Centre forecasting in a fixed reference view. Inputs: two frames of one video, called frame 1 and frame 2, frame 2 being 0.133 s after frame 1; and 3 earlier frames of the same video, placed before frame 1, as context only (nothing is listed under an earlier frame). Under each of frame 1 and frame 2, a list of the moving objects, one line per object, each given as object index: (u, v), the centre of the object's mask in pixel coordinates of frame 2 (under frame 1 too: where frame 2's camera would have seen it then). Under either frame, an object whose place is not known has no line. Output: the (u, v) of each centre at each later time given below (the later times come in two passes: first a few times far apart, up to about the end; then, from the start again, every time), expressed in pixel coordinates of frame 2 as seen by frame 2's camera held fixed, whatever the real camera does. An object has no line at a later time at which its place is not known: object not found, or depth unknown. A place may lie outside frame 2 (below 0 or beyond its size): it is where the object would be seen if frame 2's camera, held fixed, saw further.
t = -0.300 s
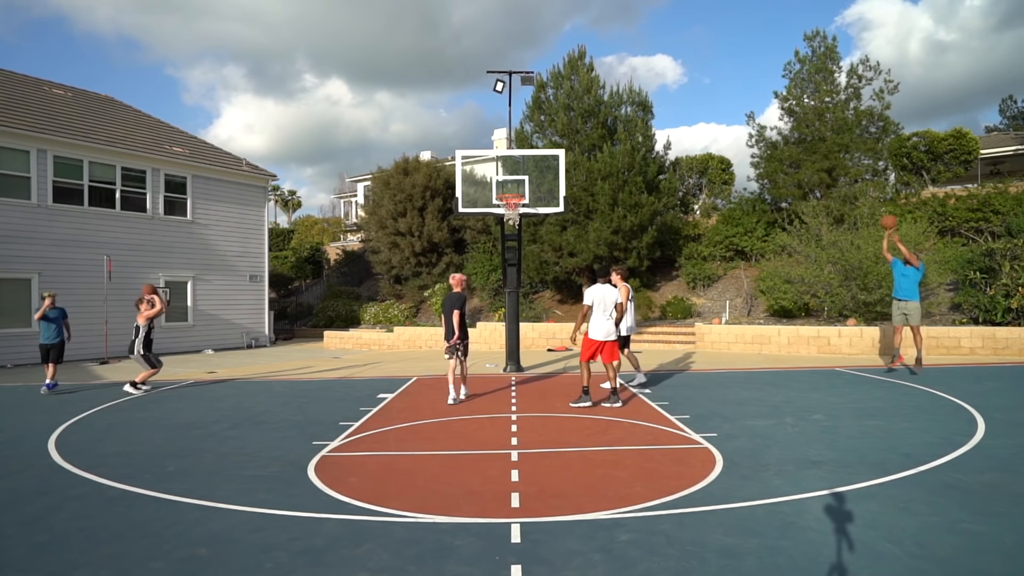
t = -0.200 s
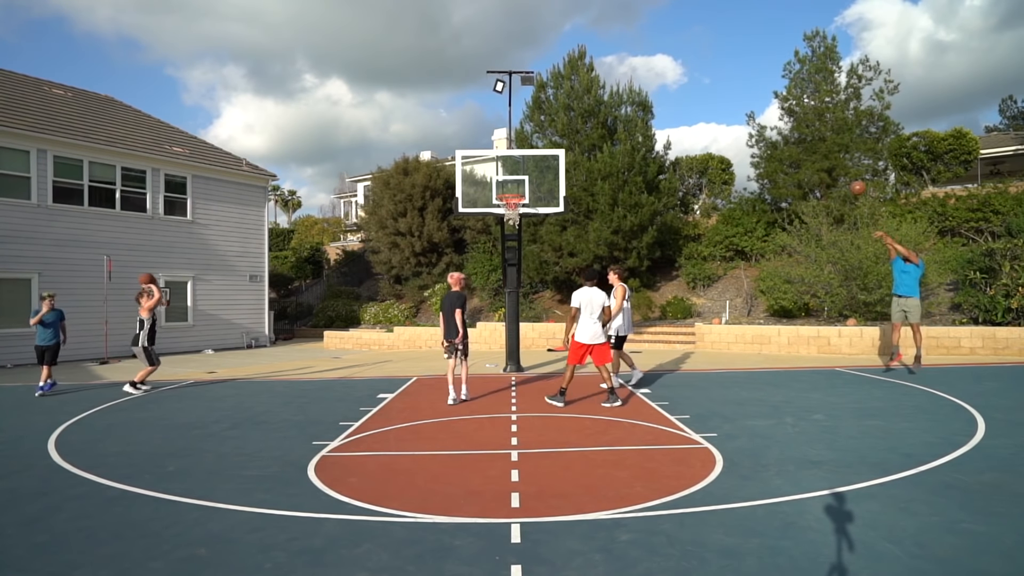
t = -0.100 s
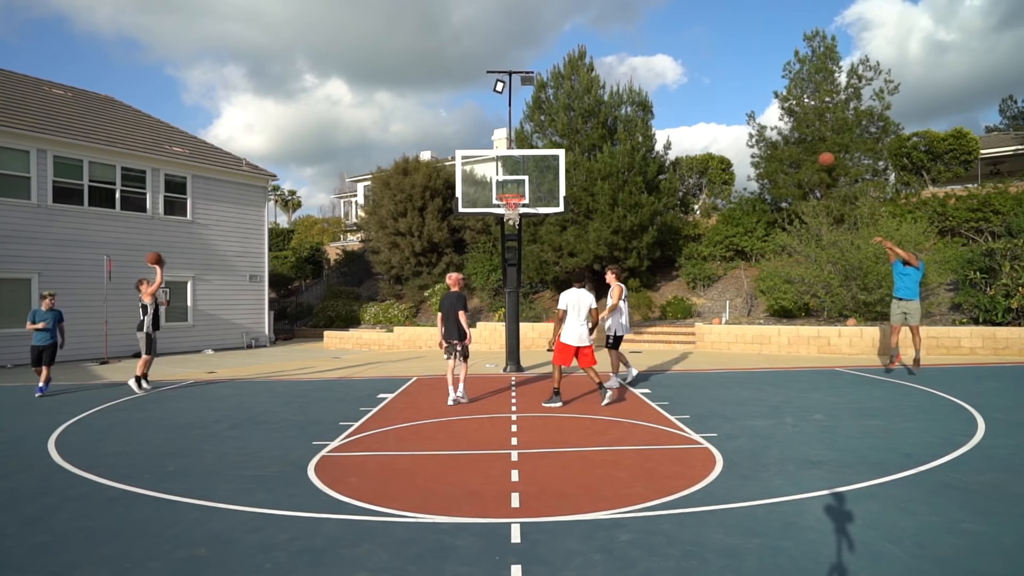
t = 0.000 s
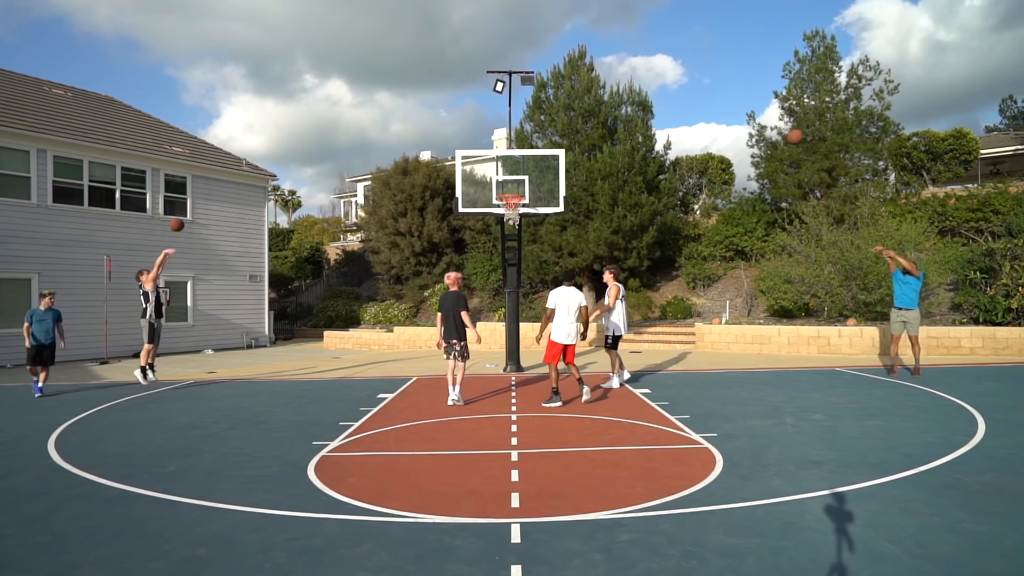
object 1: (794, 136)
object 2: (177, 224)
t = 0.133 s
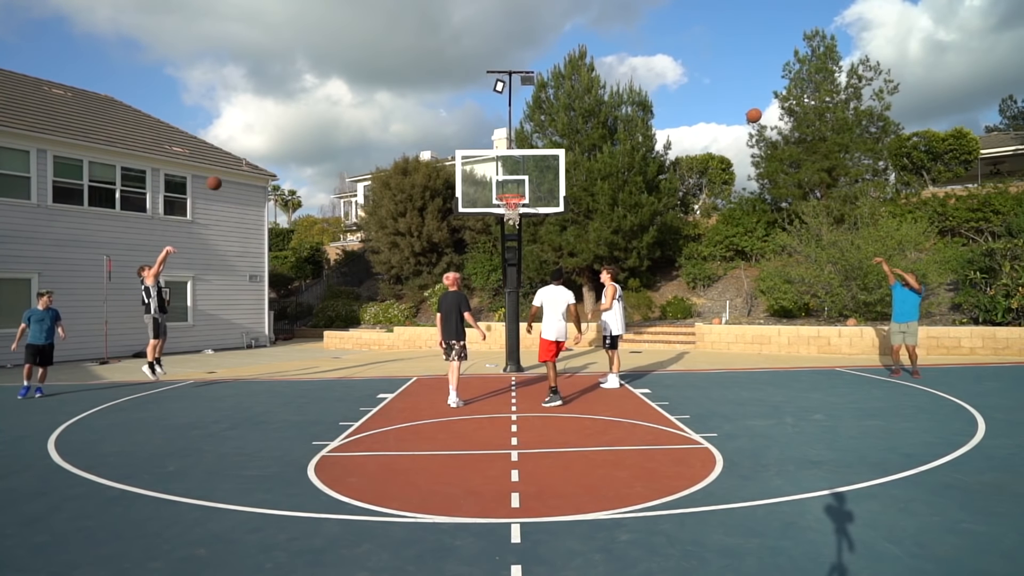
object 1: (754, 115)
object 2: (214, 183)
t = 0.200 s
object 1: (733, 108)
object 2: (233, 165)
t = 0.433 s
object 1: (664, 105)
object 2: (298, 125)
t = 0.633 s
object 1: (604, 126)
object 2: (354, 115)
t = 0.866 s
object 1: (535, 182)
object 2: (419, 132)
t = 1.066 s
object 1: (541, 157)
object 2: (476, 172)
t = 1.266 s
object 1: (559, 134)
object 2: (484, 168)
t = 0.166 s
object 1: (744, 112)
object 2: (223, 174)
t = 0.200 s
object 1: (733, 108)
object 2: (233, 165)
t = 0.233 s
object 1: (724, 106)
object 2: (242, 158)
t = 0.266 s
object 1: (713, 104)
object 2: (251, 151)
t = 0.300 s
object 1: (703, 103)
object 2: (261, 145)
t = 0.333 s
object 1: (693, 102)
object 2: (270, 139)
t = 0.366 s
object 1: (683, 102)
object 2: (279, 134)
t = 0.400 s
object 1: (673, 103)
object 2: (289, 129)
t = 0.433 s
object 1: (664, 105)
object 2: (298, 125)
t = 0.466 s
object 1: (654, 107)
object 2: (307, 122)
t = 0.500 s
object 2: (317, 119)
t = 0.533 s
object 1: (633, 113)
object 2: (326, 117)
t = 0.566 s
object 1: (624, 117)
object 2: (335, 116)
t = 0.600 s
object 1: (614, 121)
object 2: (345, 115)
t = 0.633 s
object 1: (604, 126)
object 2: (354, 115)
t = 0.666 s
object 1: (594, 132)
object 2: (363, 116)
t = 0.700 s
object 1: (584, 139)
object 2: (373, 117)
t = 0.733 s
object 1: (574, 146)
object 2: (382, 119)
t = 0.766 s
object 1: (565, 154)
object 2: (391, 121)
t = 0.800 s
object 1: (554, 163)
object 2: (401, 124)
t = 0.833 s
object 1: (545, 172)
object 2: (410, 128)
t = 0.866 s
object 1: (535, 182)
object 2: (419, 132)
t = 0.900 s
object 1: (527, 191)
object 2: (428, 137)
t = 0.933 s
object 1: (529, 185)
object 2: (438, 143)
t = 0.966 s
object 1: (532, 176)
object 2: (447, 149)
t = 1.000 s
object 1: (535, 169)
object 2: (457, 156)
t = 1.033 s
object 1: (537, 163)
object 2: (466, 164)
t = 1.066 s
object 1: (541, 157)
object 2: (476, 172)
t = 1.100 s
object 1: (544, 151)
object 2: (485, 181)
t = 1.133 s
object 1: (547, 146)
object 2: (494, 190)
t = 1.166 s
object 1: (550, 142)
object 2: (493, 185)
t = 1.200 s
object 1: (553, 138)
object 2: (489, 179)
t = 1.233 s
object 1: (556, 135)
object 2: (487, 174)
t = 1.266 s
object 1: (559, 134)
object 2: (484, 168)
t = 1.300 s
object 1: (563, 132)
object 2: (481, 164)
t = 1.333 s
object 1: (566, 131)
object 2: (478, 160)
